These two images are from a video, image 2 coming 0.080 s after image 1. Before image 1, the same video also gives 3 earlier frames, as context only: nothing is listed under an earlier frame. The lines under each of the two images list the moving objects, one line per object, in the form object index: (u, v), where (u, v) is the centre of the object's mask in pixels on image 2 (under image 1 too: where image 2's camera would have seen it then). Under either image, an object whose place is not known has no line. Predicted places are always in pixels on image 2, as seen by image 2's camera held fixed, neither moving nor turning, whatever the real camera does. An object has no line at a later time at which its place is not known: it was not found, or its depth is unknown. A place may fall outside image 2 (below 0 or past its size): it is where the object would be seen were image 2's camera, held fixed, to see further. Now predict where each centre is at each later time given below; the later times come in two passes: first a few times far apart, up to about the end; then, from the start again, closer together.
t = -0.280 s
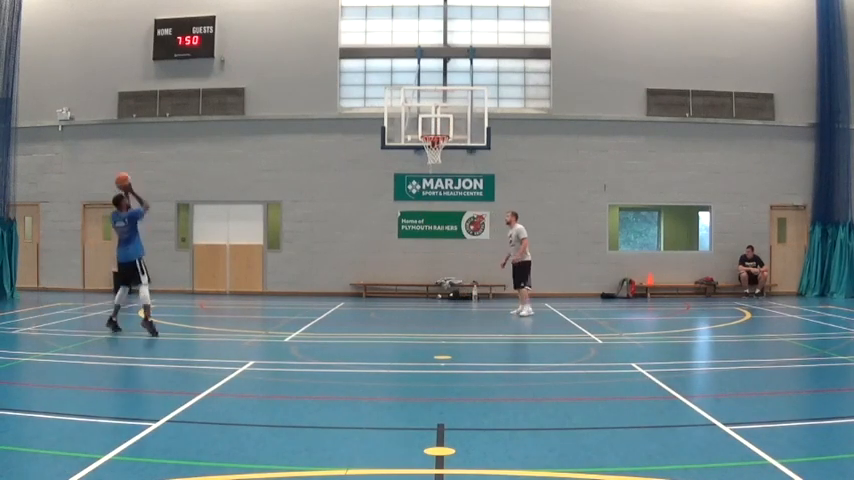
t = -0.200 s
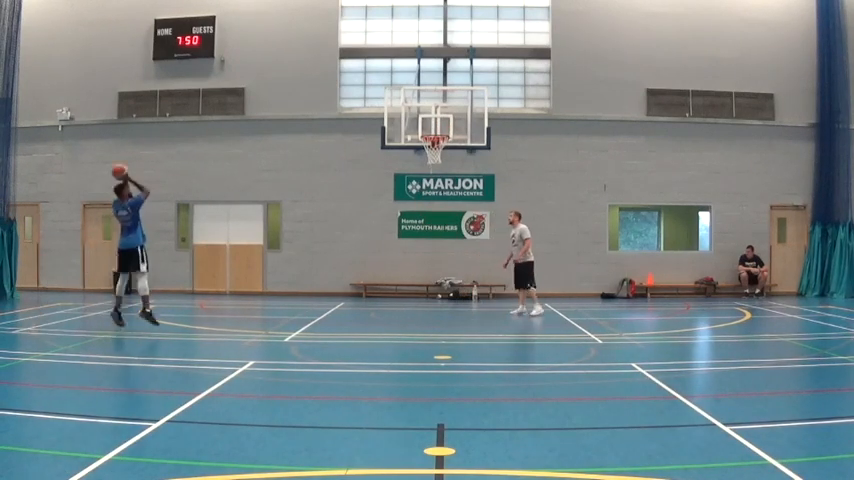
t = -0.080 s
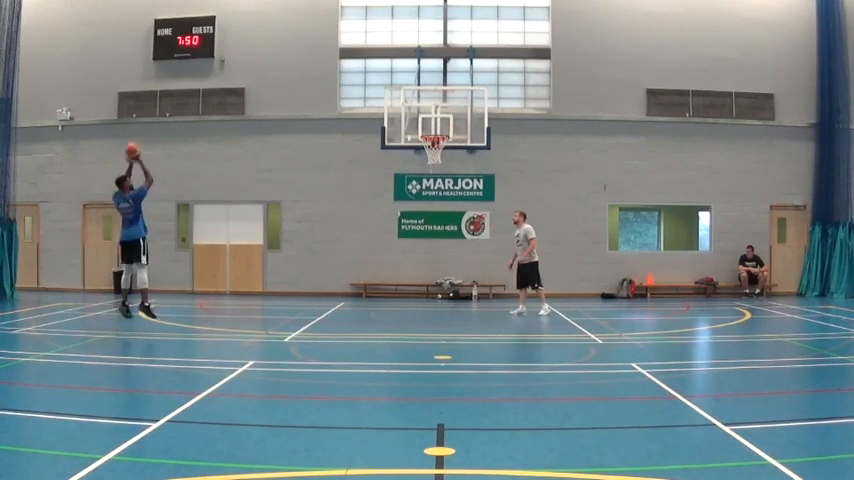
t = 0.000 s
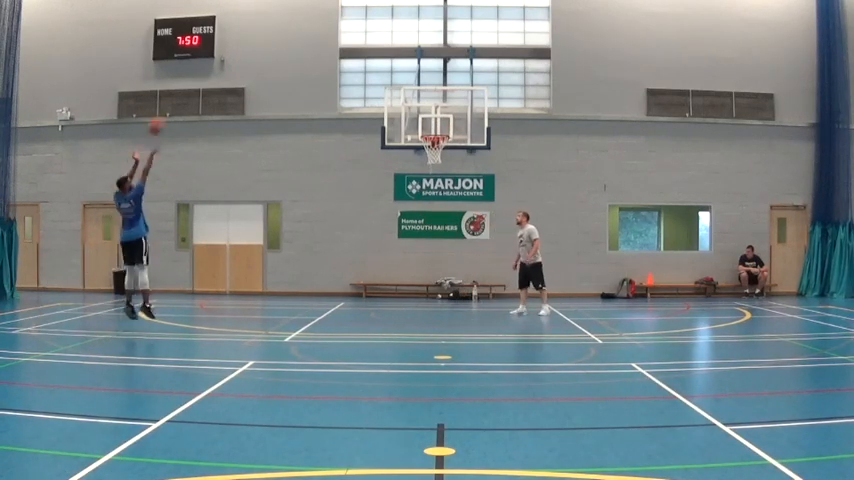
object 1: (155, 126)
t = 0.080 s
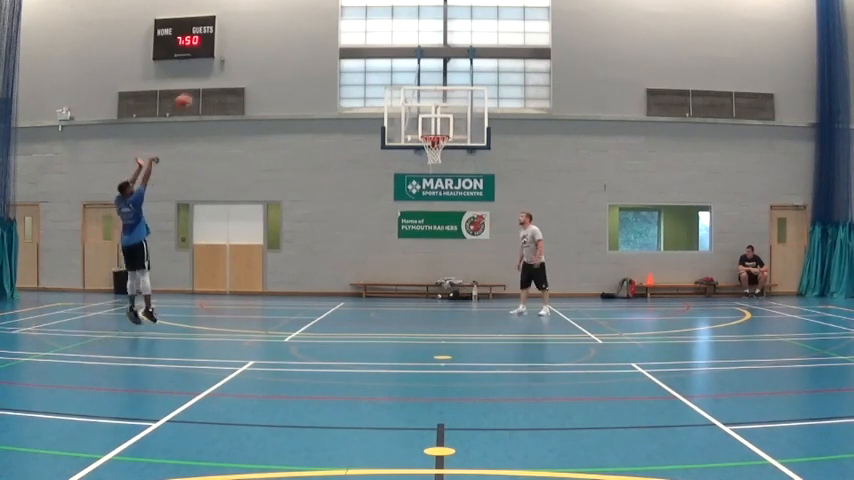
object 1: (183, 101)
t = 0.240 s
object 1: (235, 70)
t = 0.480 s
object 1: (305, 55)
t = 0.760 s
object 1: (380, 82)
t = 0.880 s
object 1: (408, 106)
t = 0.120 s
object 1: (197, 91)
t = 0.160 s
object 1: (209, 82)
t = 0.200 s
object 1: (223, 75)
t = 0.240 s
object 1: (235, 70)
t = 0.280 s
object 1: (247, 65)
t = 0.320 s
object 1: (260, 61)
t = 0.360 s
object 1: (271, 57)
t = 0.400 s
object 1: (283, 56)
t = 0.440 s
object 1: (294, 55)
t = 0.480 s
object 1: (305, 55)
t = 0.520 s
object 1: (317, 57)
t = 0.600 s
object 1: (339, 61)
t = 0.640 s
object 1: (349, 66)
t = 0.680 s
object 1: (360, 70)
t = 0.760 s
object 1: (380, 82)
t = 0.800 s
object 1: (389, 89)
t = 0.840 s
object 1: (399, 98)
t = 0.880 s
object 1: (408, 106)
